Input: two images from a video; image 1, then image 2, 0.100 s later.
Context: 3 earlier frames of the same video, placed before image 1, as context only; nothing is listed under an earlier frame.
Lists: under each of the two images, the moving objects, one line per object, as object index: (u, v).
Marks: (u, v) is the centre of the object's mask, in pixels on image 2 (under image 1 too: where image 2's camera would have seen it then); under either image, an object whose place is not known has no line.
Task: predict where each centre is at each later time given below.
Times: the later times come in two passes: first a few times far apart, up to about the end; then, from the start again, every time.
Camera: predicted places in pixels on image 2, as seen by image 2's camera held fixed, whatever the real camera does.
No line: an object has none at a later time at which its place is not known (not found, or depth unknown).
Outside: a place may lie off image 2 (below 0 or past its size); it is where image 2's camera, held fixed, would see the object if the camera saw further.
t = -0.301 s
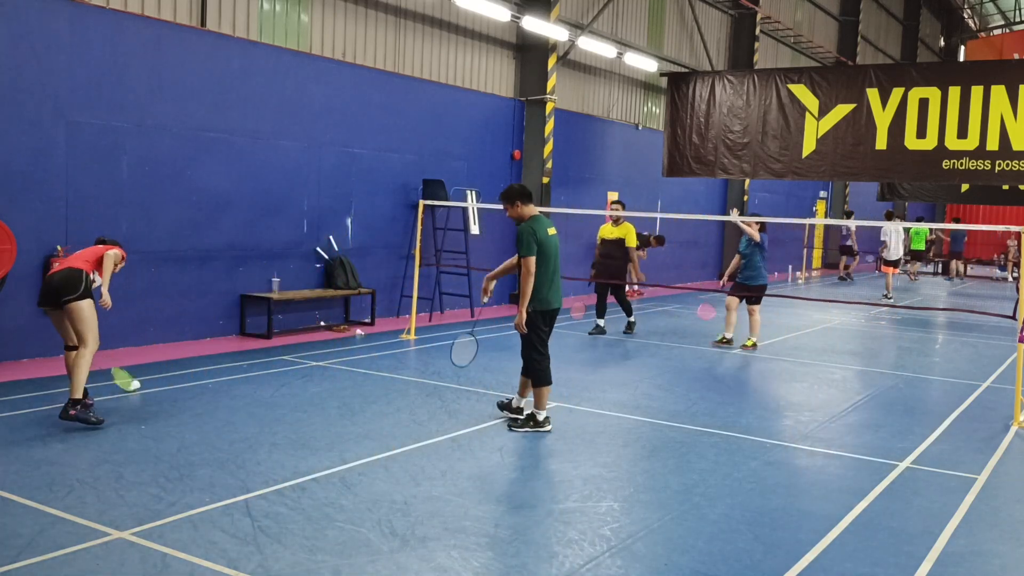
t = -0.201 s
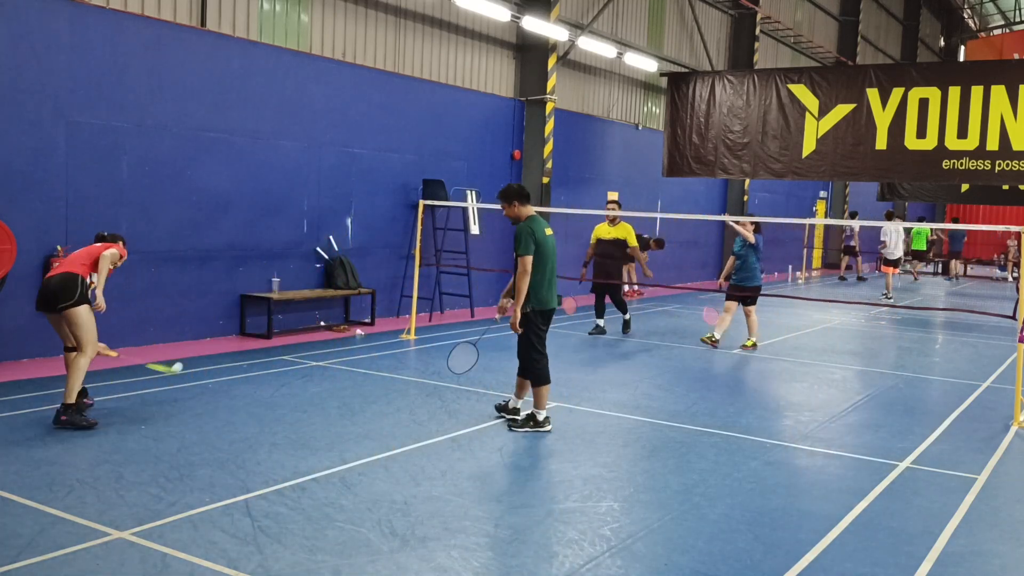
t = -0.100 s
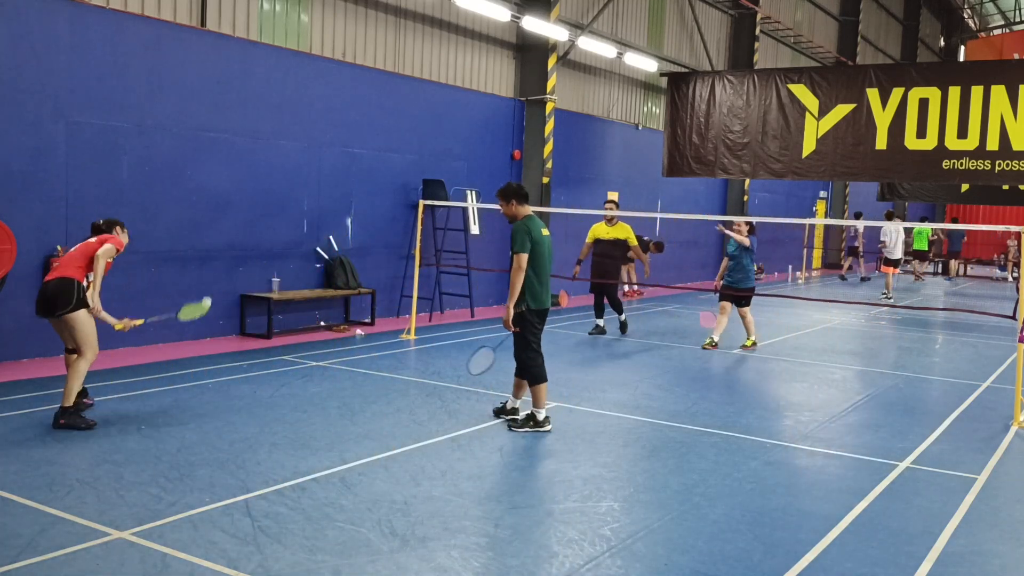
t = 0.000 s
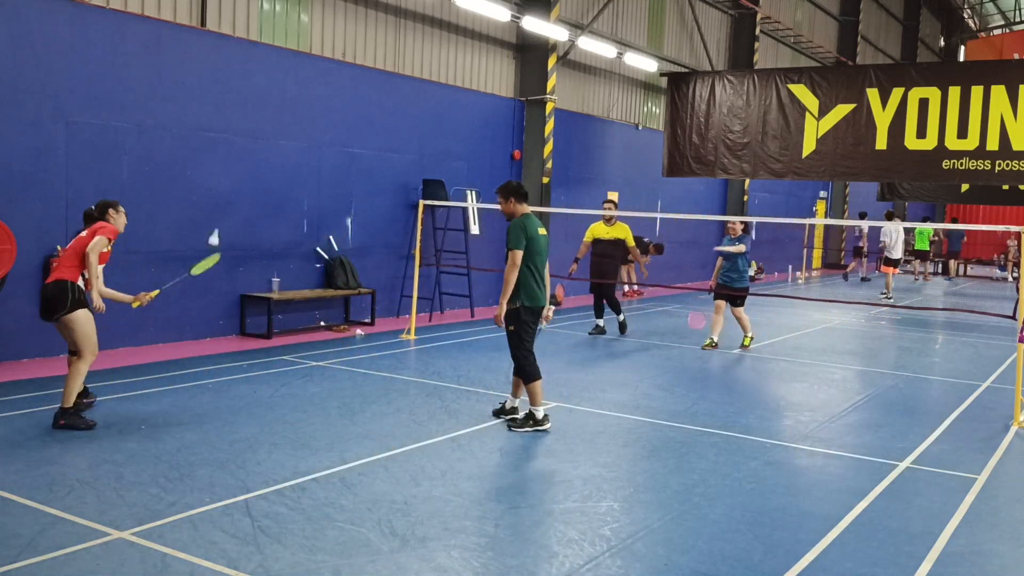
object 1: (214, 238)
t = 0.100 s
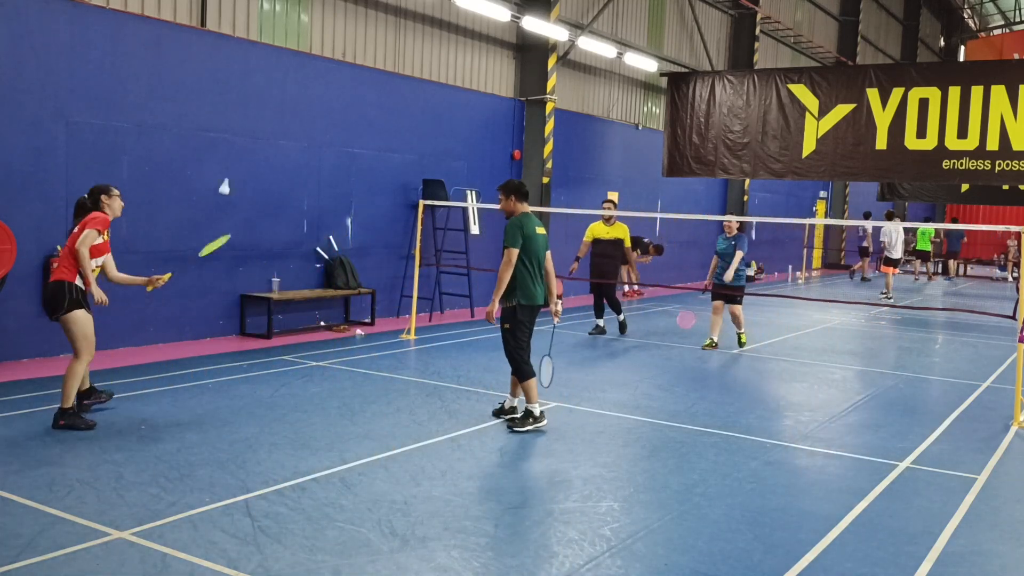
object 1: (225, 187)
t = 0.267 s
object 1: (240, 134)
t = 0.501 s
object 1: (259, 122)
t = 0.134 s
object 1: (228, 174)
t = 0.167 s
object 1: (231, 161)
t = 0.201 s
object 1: (234, 150)
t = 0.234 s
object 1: (237, 141)
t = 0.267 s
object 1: (240, 134)
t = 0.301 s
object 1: (243, 127)
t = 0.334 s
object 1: (245, 123)
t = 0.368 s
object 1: (248, 120)
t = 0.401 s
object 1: (251, 118)
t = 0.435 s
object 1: (253, 118)
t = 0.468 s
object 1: (256, 119)
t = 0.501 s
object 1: (259, 122)
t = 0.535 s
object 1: (262, 127)
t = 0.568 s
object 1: (265, 134)
